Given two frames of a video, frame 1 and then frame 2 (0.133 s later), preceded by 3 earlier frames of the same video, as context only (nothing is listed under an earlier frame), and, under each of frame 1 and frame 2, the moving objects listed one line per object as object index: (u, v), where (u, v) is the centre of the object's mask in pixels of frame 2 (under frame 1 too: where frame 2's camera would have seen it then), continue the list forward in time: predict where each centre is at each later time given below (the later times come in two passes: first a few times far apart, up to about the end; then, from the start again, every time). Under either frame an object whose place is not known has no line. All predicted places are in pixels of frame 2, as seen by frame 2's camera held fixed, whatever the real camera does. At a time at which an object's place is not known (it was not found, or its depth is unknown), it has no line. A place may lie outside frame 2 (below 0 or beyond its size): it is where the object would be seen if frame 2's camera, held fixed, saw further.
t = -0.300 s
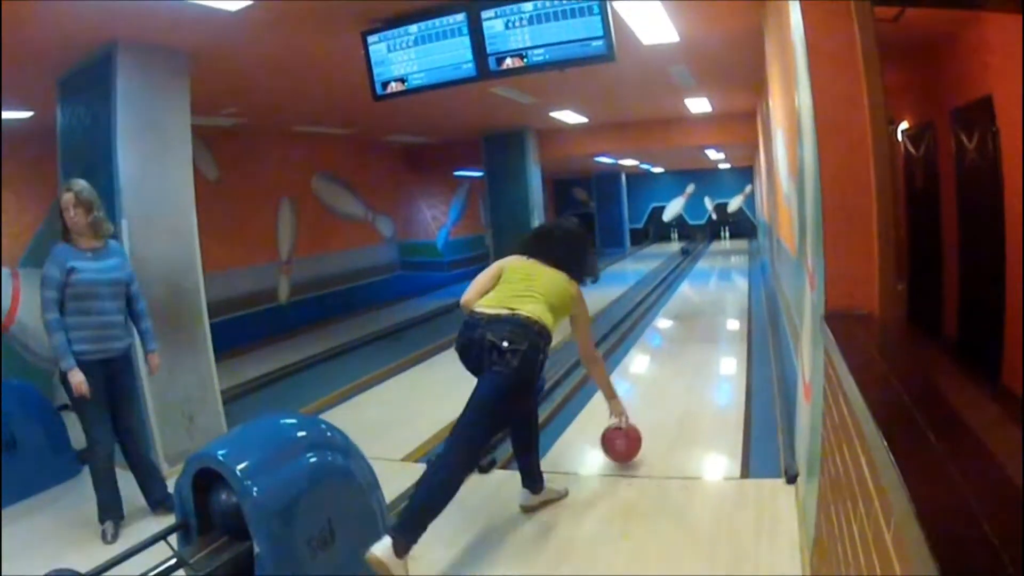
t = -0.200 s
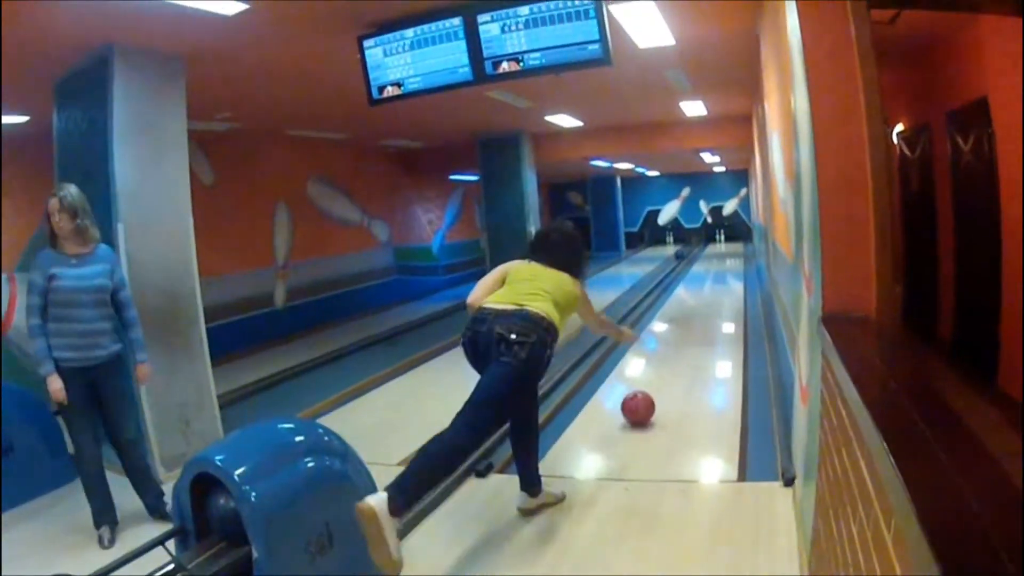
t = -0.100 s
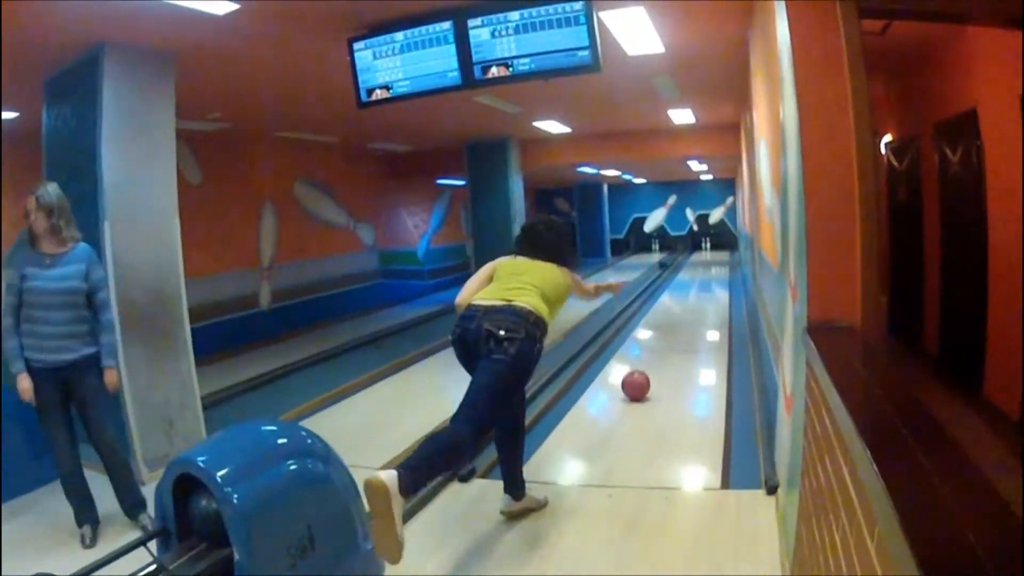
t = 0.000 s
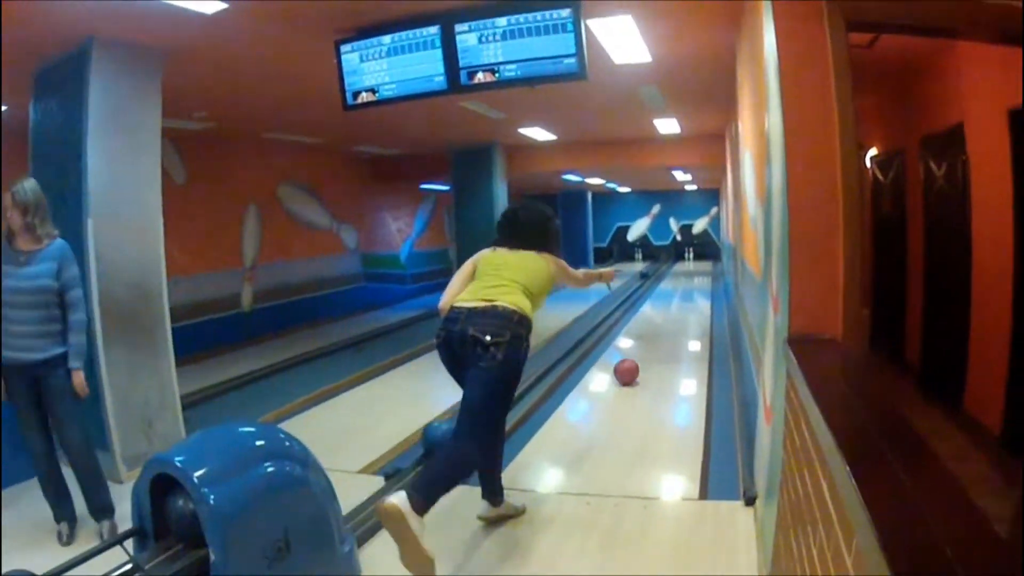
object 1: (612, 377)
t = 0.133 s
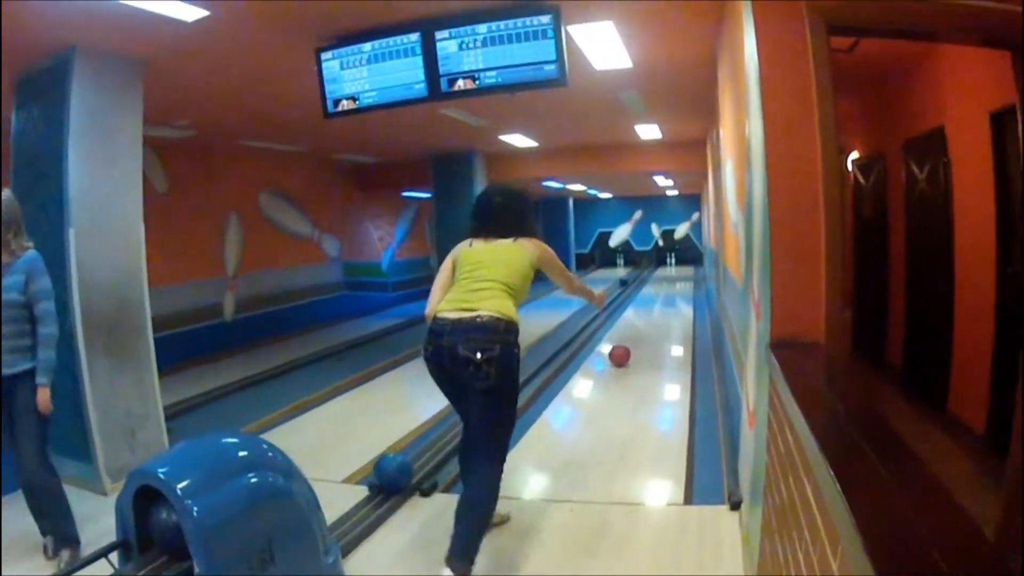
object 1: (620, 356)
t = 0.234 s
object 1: (625, 344)
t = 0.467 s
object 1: (633, 322)
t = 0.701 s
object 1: (641, 307)
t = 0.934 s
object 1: (646, 297)
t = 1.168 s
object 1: (649, 289)
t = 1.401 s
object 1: (651, 283)
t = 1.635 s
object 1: (654, 278)
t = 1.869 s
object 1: (655, 275)
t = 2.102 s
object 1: (656, 271)
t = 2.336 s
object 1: (658, 269)
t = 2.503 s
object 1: (659, 267)
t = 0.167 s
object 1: (622, 352)
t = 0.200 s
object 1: (623, 347)
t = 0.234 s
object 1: (625, 344)
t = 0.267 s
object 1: (626, 340)
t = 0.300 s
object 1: (627, 337)
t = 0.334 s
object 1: (629, 334)
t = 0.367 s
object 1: (630, 331)
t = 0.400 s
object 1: (631, 328)
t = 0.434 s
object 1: (632, 325)
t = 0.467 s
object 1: (633, 322)
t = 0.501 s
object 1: (635, 320)
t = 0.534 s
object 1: (636, 317)
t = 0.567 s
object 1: (637, 315)
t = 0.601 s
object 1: (638, 313)
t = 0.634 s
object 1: (639, 311)
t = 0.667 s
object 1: (641, 309)
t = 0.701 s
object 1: (641, 307)
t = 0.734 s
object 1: (642, 305)
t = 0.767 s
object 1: (643, 303)
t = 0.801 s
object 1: (643, 302)
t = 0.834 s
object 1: (644, 301)
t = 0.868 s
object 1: (645, 299)
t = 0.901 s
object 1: (645, 298)
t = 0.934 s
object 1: (646, 297)
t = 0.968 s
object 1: (646, 295)
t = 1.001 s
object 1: (647, 294)
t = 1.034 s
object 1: (647, 293)
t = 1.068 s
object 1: (648, 292)
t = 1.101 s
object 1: (648, 291)
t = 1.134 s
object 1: (649, 290)
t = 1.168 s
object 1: (649, 289)
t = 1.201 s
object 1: (649, 288)
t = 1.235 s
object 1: (650, 287)
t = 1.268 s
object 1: (650, 286)
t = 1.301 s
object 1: (650, 285)
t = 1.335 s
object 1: (651, 285)
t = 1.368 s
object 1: (651, 284)
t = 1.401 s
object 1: (651, 283)
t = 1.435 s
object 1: (651, 283)
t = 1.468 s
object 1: (652, 282)
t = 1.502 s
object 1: (652, 281)
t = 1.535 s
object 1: (653, 280)
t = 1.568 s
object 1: (653, 279)
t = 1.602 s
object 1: (653, 279)
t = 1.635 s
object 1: (654, 278)
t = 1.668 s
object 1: (654, 278)
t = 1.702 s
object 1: (654, 277)
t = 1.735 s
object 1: (654, 277)
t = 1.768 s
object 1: (654, 276)
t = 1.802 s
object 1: (654, 276)
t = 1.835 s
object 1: (655, 275)
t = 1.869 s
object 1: (655, 275)
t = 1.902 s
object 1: (655, 274)
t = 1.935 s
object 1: (655, 274)
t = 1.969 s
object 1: (655, 273)
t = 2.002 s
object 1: (656, 272)
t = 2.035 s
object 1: (656, 272)
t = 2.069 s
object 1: (656, 271)
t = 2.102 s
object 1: (656, 271)
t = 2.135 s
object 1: (657, 270)
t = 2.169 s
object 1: (657, 270)
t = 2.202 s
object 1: (657, 269)
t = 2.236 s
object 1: (657, 269)
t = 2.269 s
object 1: (658, 269)
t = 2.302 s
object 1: (658, 269)
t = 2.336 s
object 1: (658, 269)
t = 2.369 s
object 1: (658, 268)
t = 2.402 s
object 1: (659, 267)
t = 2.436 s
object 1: (659, 267)
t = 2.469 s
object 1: (659, 267)
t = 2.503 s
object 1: (659, 267)
